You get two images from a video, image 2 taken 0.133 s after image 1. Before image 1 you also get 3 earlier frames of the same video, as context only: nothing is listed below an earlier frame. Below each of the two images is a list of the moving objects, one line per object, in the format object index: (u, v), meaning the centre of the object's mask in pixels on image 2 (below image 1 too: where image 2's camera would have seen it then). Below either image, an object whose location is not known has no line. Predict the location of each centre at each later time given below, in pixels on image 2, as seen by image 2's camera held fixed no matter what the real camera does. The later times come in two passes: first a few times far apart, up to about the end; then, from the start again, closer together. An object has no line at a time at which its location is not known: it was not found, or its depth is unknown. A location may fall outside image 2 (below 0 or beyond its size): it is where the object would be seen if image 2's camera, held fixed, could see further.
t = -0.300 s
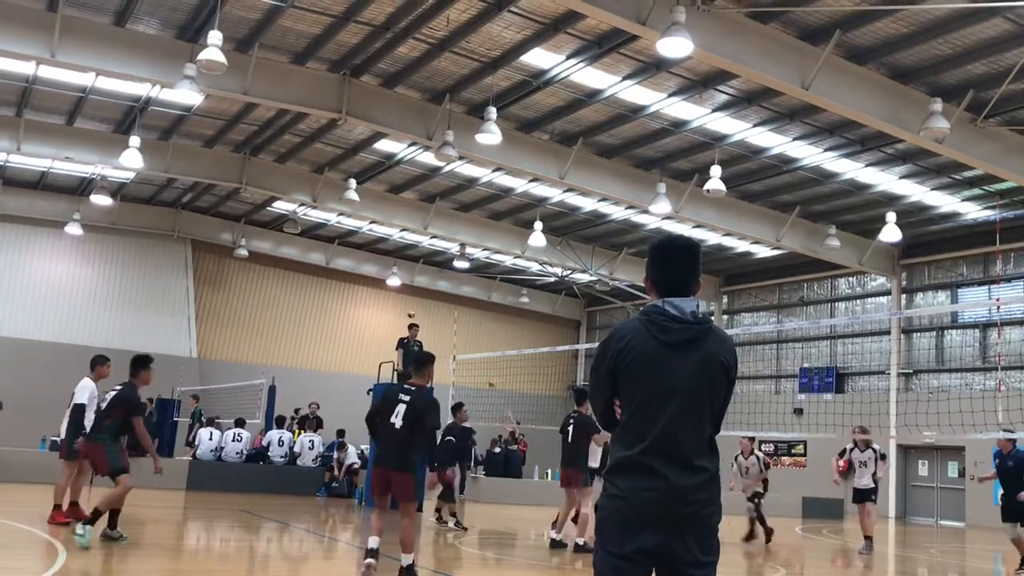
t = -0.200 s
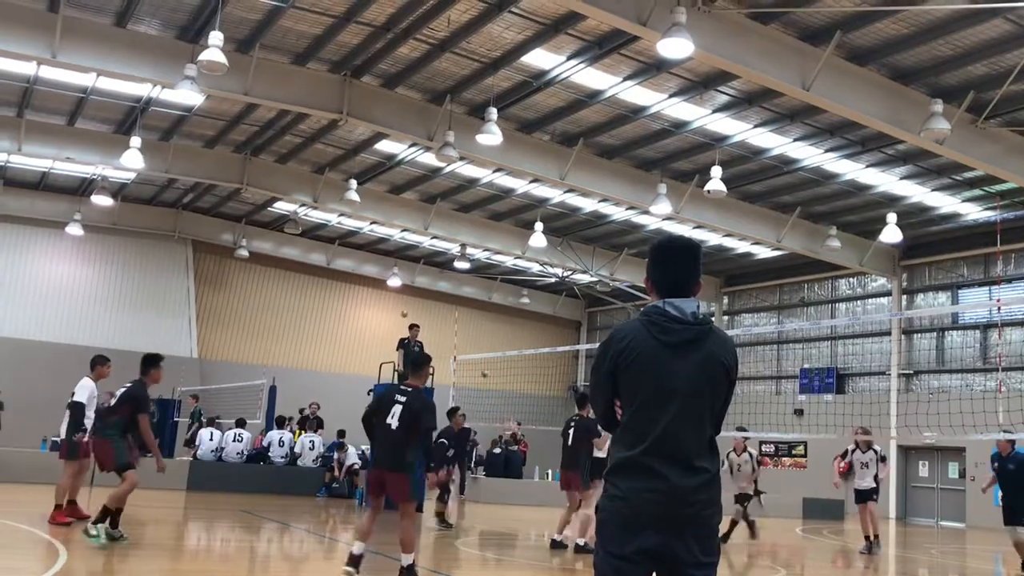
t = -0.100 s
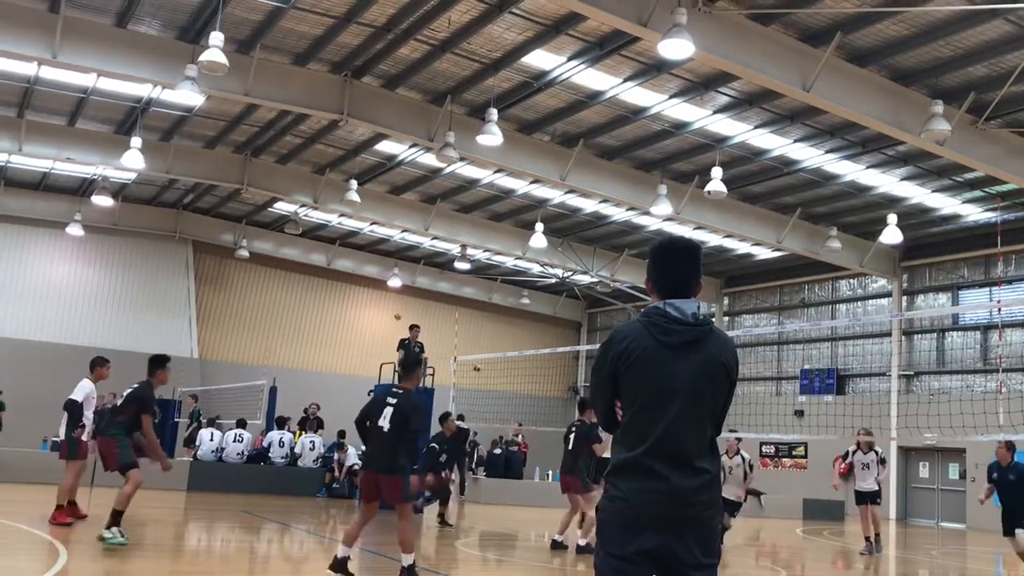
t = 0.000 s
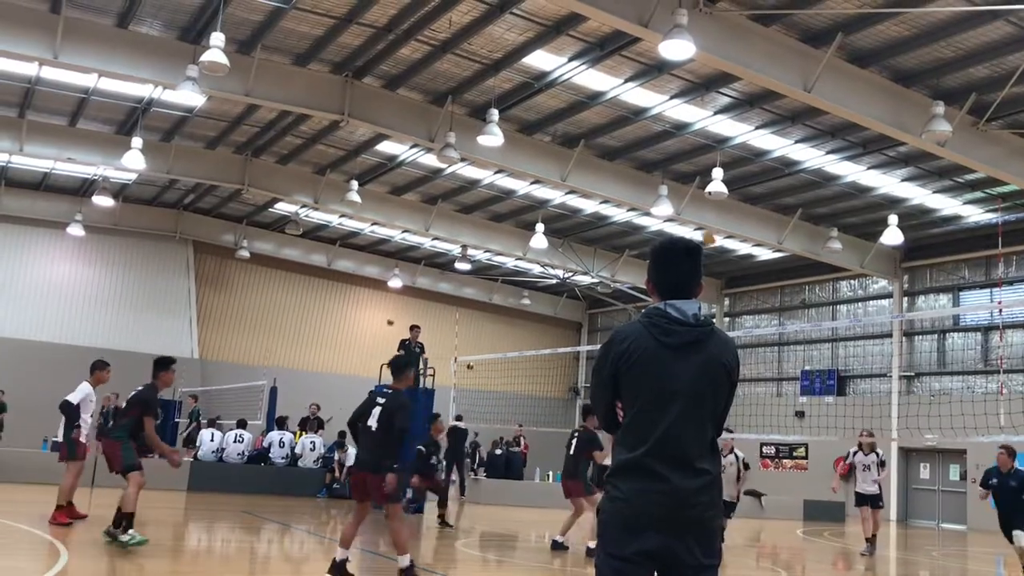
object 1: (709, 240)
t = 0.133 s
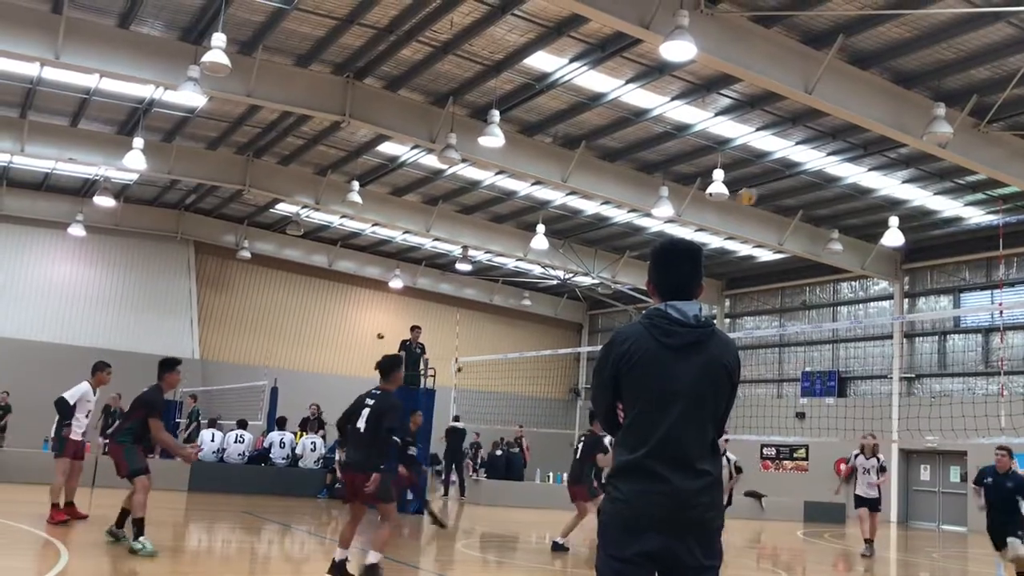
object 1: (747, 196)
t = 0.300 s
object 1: (791, 163)
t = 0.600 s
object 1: (878, 158)
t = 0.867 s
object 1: (967, 228)
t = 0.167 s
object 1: (756, 189)
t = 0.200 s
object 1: (764, 180)
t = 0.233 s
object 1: (773, 174)
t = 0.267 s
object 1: (783, 169)
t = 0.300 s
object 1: (791, 163)
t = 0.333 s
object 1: (800, 160)
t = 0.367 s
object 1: (811, 156)
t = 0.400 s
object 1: (821, 153)
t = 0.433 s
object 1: (830, 151)
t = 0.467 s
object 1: (841, 150)
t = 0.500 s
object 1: (850, 150)
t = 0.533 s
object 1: (860, 152)
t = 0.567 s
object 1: (869, 155)
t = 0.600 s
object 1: (878, 158)
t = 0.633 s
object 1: (891, 161)
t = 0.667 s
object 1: (900, 167)
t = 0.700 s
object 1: (911, 174)
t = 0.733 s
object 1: (921, 181)
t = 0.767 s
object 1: (932, 191)
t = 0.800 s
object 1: (943, 202)
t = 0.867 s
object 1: (967, 228)
